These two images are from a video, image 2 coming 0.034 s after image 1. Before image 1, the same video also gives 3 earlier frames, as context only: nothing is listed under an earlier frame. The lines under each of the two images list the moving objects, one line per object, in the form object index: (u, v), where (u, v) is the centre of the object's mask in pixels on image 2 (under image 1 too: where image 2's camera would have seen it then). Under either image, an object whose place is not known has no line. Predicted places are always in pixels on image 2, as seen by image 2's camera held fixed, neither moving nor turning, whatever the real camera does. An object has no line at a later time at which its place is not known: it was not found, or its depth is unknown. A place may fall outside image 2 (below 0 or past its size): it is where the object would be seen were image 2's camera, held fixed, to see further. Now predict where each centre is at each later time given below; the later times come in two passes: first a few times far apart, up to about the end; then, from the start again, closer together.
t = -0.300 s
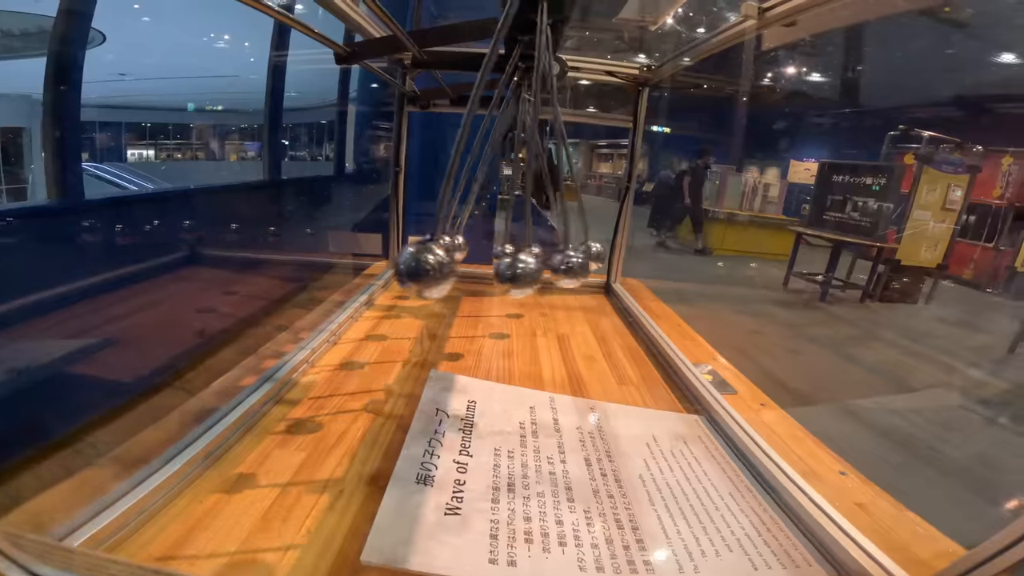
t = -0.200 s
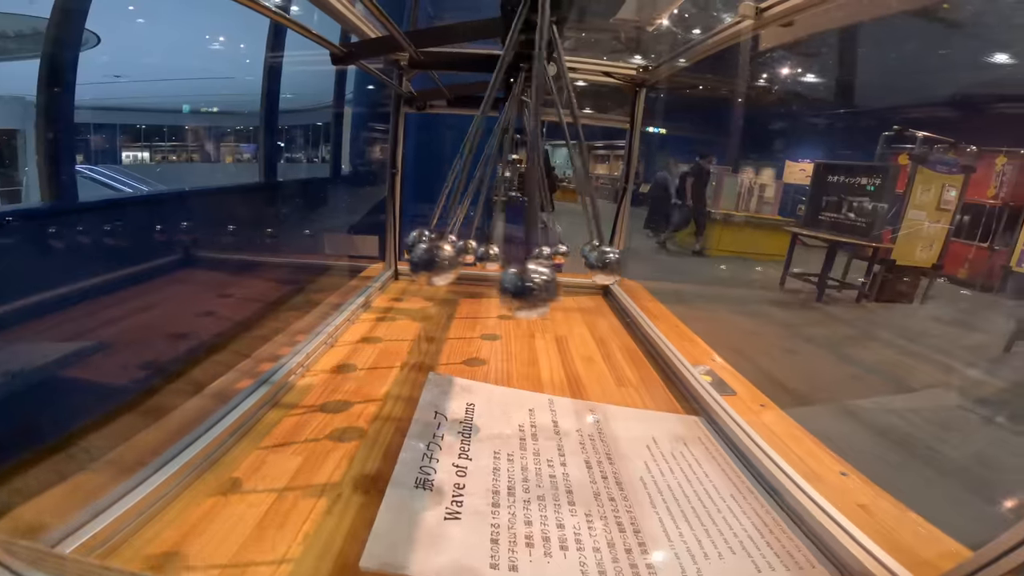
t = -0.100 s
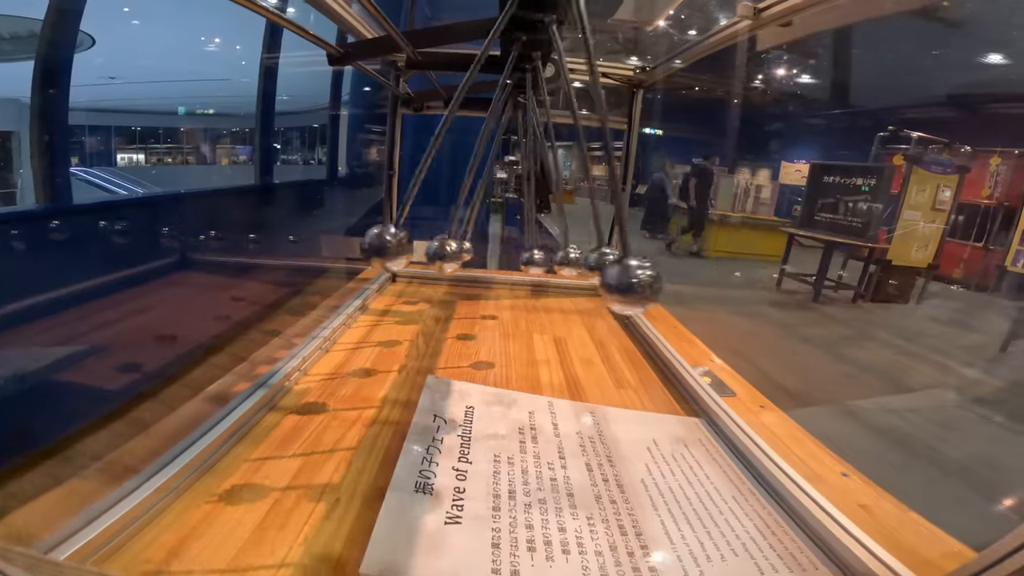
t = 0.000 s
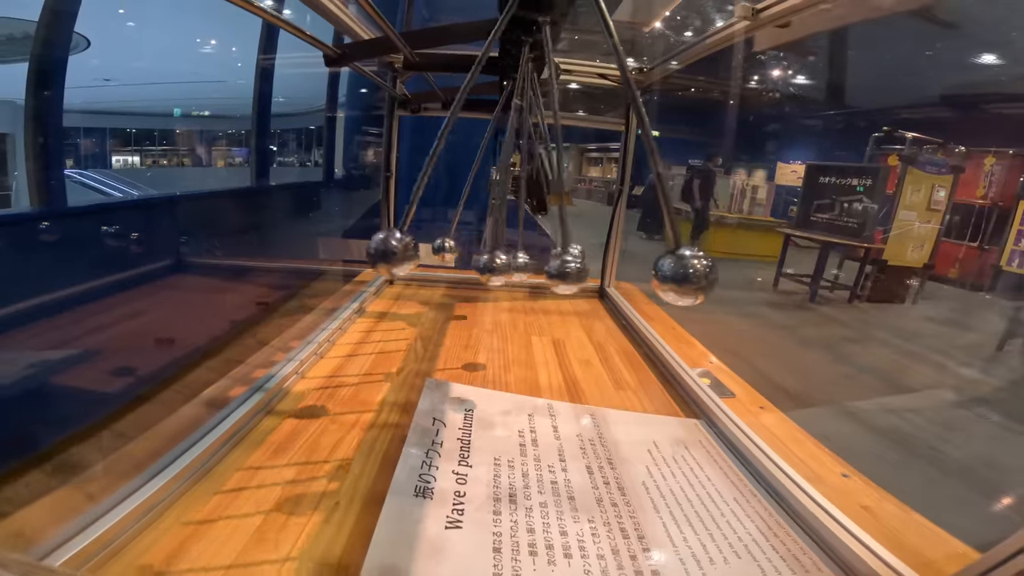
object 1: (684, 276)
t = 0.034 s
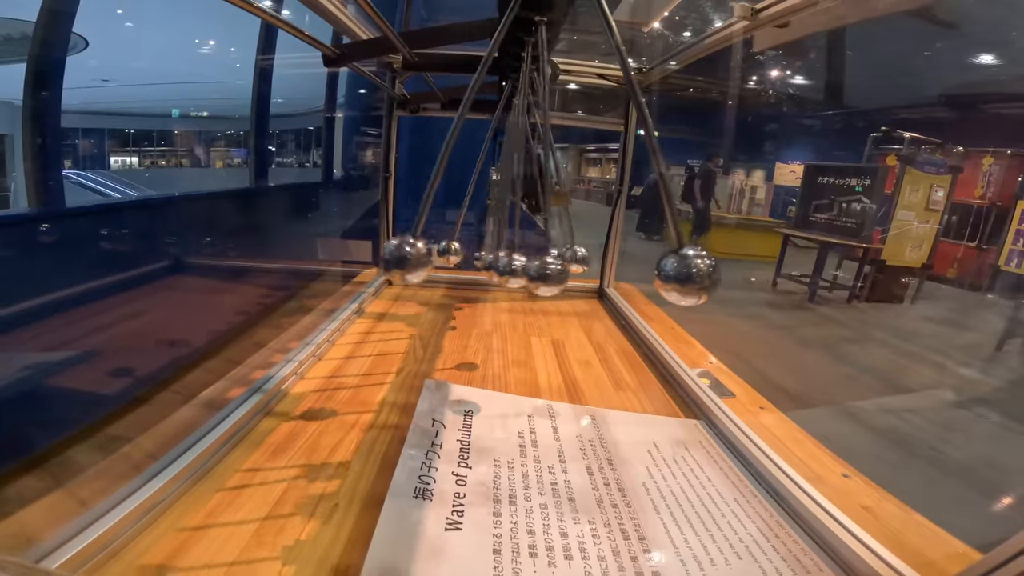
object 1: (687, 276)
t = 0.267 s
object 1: (518, 296)
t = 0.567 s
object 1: (373, 270)
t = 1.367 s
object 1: (354, 269)
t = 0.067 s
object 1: (682, 277)
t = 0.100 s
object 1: (671, 281)
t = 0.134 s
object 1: (651, 286)
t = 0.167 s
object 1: (623, 291)
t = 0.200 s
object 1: (592, 295)
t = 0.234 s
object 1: (555, 296)
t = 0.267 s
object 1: (518, 296)
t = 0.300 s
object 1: (481, 292)
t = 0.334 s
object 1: (444, 284)
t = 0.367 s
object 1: (411, 278)
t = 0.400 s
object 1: (385, 271)
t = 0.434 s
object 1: (366, 264)
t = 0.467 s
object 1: (355, 260)
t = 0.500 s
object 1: (352, 260)
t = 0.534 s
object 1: (358, 264)
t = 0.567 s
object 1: (373, 270)
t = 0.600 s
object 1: (396, 280)
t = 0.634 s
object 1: (428, 290)
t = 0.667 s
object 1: (465, 298)
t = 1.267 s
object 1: (434, 297)
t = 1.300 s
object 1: (399, 288)
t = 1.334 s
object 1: (372, 277)
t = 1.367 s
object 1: (354, 269)
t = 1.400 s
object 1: (343, 265)
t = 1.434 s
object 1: (342, 264)
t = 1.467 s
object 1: (350, 268)
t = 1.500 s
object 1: (367, 275)
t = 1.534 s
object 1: (396, 284)
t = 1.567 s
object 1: (432, 296)
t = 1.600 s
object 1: (475, 304)
